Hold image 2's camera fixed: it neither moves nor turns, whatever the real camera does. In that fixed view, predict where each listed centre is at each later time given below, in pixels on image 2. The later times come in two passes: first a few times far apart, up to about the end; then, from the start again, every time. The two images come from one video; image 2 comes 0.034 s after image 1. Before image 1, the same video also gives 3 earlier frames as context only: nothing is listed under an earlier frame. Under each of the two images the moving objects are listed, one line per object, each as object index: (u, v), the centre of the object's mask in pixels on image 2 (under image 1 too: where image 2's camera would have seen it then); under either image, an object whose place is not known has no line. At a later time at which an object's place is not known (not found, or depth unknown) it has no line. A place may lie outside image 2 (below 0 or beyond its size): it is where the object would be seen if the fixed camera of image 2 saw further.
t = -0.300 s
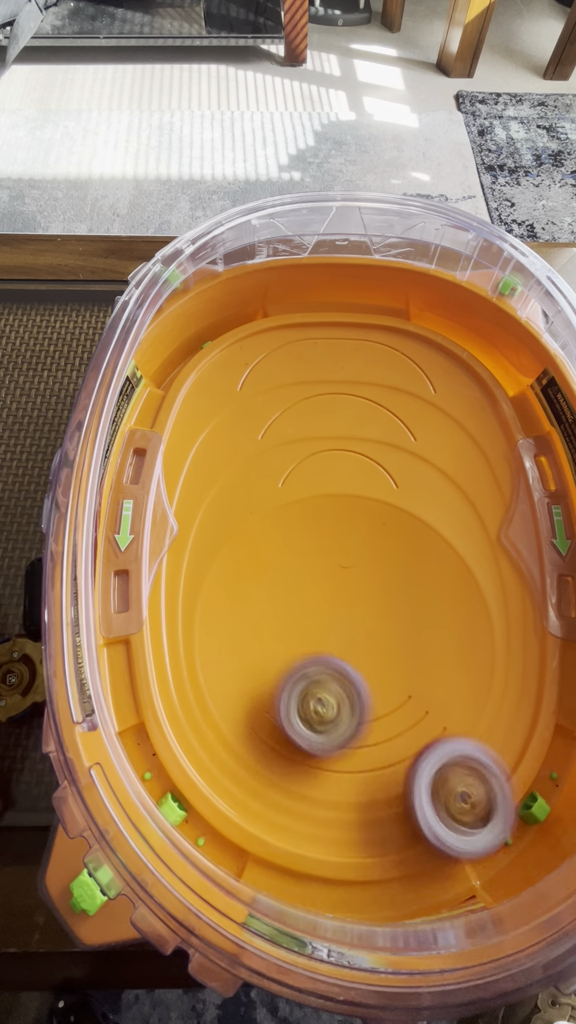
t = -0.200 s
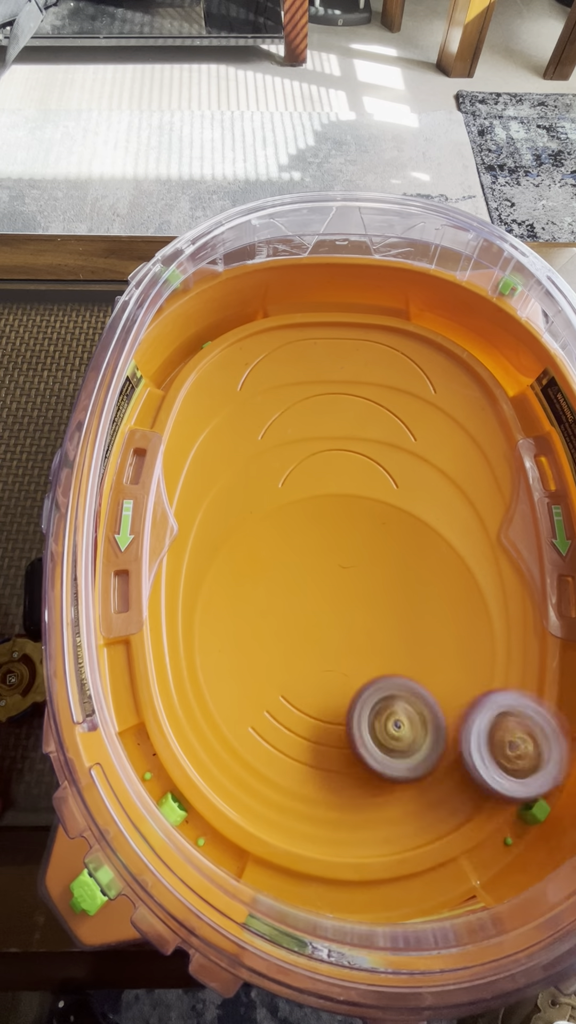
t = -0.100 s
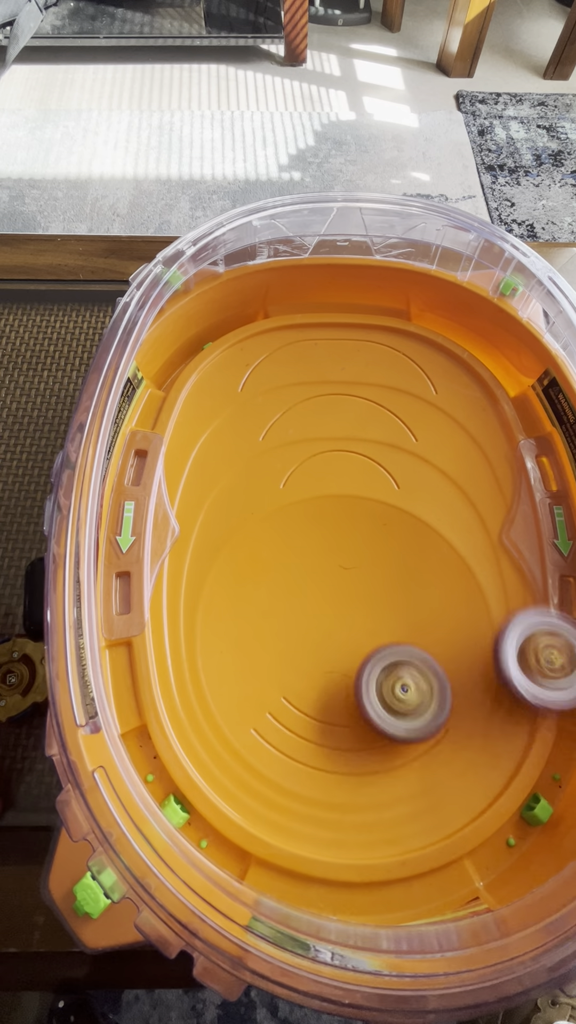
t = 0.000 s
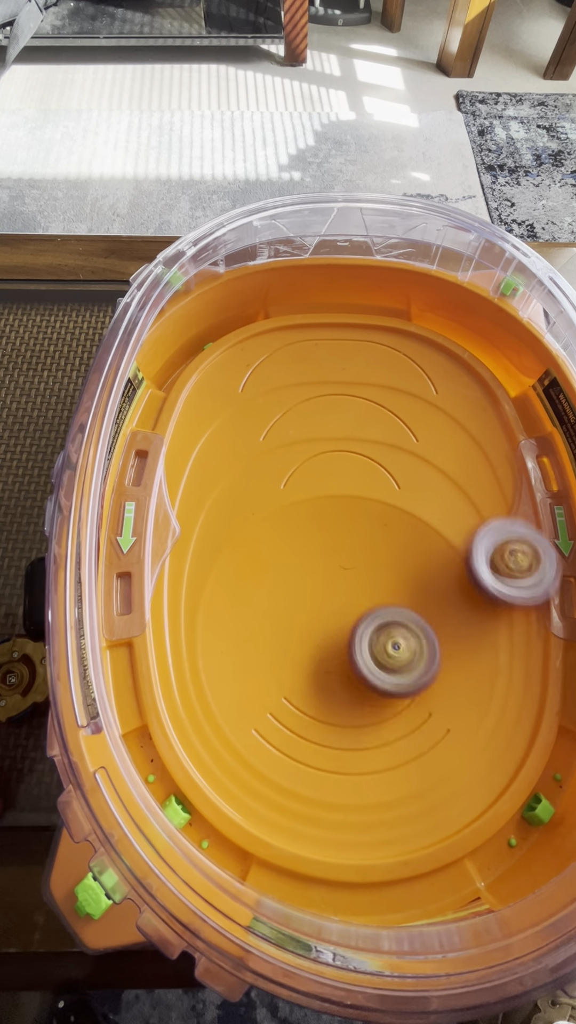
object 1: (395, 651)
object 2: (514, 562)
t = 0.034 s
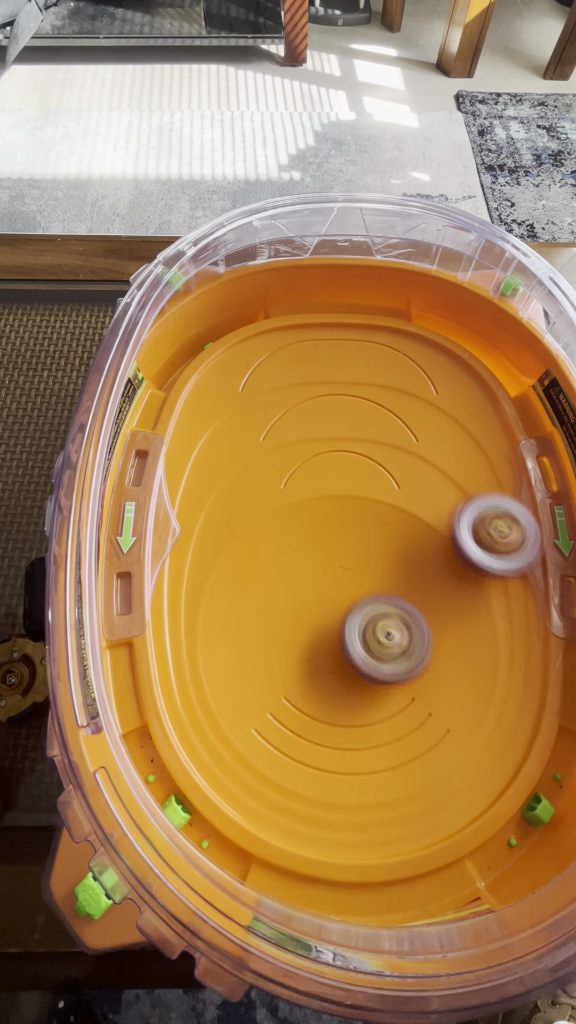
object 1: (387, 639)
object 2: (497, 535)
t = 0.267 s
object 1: (295, 616)
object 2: (428, 471)
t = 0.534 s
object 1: (312, 708)
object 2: (390, 464)
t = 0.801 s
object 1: (386, 613)
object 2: (364, 464)
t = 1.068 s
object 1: (290, 553)
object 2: (345, 465)
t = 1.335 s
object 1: (299, 661)
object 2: (331, 466)
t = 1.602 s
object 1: (421, 619)
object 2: (320, 469)
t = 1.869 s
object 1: (357, 543)
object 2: (310, 471)
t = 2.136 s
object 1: (329, 660)
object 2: (290, 466)
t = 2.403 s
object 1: (428, 679)
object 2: (274, 475)
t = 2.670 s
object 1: (385, 600)
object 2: (263, 487)
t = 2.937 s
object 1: (295, 645)
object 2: (260, 506)
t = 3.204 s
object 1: (345, 696)
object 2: (273, 627)
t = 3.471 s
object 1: (400, 617)
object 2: (314, 669)
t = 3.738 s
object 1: (314, 579)
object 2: (353, 681)
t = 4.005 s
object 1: (266, 604)
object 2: (443, 719)
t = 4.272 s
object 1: (274, 615)
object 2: (463, 684)
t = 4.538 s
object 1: (325, 619)
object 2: (427, 656)
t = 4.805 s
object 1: (332, 600)
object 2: (447, 656)
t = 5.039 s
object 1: (332, 592)
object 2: (429, 656)
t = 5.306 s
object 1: (318, 586)
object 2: (404, 659)
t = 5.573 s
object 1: (288, 571)
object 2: (387, 667)
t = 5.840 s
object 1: (287, 582)
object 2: (362, 645)
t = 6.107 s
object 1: (245, 526)
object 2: (414, 720)
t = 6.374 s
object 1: (298, 578)
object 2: (413, 687)
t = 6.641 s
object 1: (361, 574)
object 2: (430, 697)
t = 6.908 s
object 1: (393, 560)
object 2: (414, 685)
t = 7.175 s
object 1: (372, 532)
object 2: (394, 694)
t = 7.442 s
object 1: (338, 587)
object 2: (380, 694)
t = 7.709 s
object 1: (310, 612)
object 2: (377, 715)
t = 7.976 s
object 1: (313, 609)
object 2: (360, 730)
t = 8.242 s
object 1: (337, 582)
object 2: (358, 703)
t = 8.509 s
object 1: (384, 582)
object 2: (350, 679)
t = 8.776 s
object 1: (411, 602)
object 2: (345, 673)
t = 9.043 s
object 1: (405, 626)
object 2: (320, 671)
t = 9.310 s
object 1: (422, 623)
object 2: (306, 650)
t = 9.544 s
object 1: (457, 659)
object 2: (290, 575)
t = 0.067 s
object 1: (376, 628)
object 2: (481, 513)
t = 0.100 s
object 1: (364, 620)
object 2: (468, 497)
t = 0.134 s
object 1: (350, 613)
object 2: (457, 486)
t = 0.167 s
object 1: (336, 608)
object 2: (447, 479)
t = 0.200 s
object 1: (322, 608)
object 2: (439, 475)
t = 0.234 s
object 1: (308, 611)
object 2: (434, 473)
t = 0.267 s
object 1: (295, 616)
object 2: (428, 471)
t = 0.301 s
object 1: (284, 626)
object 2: (423, 470)
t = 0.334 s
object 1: (275, 637)
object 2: (417, 469)
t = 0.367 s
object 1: (270, 650)
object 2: (413, 468)
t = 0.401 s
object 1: (270, 665)
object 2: (408, 467)
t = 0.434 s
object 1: (274, 679)
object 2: (402, 466)
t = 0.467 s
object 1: (282, 691)
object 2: (397, 465)
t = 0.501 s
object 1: (294, 701)
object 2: (393, 465)
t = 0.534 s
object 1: (312, 708)
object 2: (390, 464)
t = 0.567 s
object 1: (327, 710)
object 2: (386, 464)
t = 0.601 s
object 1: (342, 705)
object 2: (382, 464)
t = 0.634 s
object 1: (358, 695)
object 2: (379, 464)
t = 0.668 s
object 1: (371, 683)
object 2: (376, 464)
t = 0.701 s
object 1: (381, 667)
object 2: (373, 464)
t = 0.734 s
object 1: (386, 648)
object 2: (370, 464)
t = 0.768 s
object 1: (389, 631)
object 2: (367, 464)
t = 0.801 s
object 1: (386, 613)
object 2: (364, 464)
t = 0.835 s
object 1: (380, 595)
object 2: (361, 465)
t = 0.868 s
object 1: (371, 580)
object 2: (358, 465)
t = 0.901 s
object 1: (361, 568)
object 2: (355, 465)
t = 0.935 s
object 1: (347, 558)
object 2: (353, 466)
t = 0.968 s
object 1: (332, 551)
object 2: (351, 466)
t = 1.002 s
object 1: (318, 548)
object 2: (348, 466)
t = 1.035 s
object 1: (304, 549)
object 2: (347, 465)
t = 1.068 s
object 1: (290, 553)
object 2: (345, 465)
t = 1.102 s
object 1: (278, 560)
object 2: (343, 465)
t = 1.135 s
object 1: (269, 571)
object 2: (341, 465)
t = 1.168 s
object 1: (263, 585)
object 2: (339, 465)
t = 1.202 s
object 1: (261, 601)
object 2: (338, 466)
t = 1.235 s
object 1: (263, 617)
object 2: (336, 466)
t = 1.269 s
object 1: (272, 634)
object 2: (334, 466)
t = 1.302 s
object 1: (284, 649)
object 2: (333, 466)
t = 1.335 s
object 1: (299, 661)
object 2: (331, 466)
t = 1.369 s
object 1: (317, 668)
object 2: (330, 467)
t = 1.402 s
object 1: (336, 672)
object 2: (328, 467)
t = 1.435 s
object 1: (356, 671)
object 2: (327, 467)
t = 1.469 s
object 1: (374, 668)
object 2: (325, 468)
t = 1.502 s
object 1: (390, 659)
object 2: (324, 468)
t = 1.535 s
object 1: (404, 647)
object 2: (323, 469)
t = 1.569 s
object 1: (415, 633)
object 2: (322, 469)
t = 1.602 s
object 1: (421, 619)
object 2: (320, 469)
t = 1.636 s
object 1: (424, 603)
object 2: (319, 470)
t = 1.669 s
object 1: (423, 586)
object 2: (318, 470)
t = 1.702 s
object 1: (417, 571)
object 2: (317, 471)
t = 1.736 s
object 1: (410, 560)
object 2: (316, 471)
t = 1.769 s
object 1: (398, 550)
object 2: (315, 472)
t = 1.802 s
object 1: (385, 543)
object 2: (314, 473)
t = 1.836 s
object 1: (370, 539)
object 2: (313, 473)
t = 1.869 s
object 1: (357, 543)
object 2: (310, 471)
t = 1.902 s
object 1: (345, 552)
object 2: (306, 468)
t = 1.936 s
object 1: (334, 563)
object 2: (304, 467)
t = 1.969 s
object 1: (325, 576)
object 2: (301, 466)
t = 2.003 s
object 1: (318, 591)
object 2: (299, 466)
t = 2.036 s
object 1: (316, 608)
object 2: (297, 466)
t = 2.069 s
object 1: (317, 626)
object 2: (294, 466)
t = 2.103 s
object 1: (322, 643)
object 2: (292, 466)
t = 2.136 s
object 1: (329, 660)
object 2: (290, 466)
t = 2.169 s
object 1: (339, 674)
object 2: (287, 465)
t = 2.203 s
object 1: (352, 685)
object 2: (285, 467)
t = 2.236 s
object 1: (368, 693)
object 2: (283, 470)
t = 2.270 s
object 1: (385, 697)
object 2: (281, 471)
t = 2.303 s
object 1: (401, 697)
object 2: (279, 472)
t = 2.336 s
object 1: (412, 695)
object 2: (277, 473)
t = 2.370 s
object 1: (421, 689)
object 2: (275, 474)
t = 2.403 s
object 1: (428, 679)
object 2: (274, 475)
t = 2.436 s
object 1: (433, 669)
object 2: (272, 476)
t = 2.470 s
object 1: (434, 657)
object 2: (270, 477)
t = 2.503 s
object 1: (433, 646)
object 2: (269, 479)
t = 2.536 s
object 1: (428, 634)
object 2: (267, 480)
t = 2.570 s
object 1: (421, 624)
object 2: (266, 482)
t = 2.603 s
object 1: (411, 614)
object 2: (265, 483)
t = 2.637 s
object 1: (399, 606)
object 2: (264, 485)
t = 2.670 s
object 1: (385, 600)
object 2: (263, 487)
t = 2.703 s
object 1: (371, 597)
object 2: (262, 489)
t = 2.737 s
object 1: (356, 597)
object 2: (261, 491)
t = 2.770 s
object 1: (342, 600)
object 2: (261, 494)
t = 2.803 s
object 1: (328, 606)
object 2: (260, 496)
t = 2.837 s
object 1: (316, 613)
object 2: (261, 498)
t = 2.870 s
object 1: (306, 623)
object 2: (260, 500)
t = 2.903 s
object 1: (299, 633)
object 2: (261, 502)
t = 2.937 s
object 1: (295, 645)
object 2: (260, 506)
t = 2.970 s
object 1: (294, 657)
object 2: (259, 513)
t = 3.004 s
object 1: (295, 669)
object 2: (258, 525)
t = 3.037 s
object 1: (300, 679)
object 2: (256, 540)
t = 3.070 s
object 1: (307, 687)
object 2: (255, 559)
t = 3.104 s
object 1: (314, 693)
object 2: (257, 578)
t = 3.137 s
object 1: (323, 696)
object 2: (261, 596)
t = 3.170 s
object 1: (332, 696)
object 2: (266, 612)
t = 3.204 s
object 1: (345, 696)
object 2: (273, 627)
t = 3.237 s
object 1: (362, 696)
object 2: (277, 634)
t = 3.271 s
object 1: (377, 692)
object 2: (281, 641)
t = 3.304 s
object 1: (389, 684)
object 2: (287, 647)
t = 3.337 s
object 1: (398, 672)
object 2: (291, 652)
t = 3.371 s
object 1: (404, 658)
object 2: (297, 657)
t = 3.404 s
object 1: (406, 644)
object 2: (303, 661)
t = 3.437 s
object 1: (405, 631)
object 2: (309, 666)
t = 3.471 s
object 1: (400, 617)
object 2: (314, 669)
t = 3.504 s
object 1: (394, 605)
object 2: (320, 672)
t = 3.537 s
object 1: (384, 594)
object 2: (325, 675)
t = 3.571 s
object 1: (373, 585)
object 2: (330, 677)
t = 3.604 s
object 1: (361, 579)
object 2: (336, 678)
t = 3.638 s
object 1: (349, 575)
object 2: (341, 679)
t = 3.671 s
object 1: (337, 573)
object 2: (345, 680)
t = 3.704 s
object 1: (325, 575)
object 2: (349, 681)
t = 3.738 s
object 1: (314, 579)
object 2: (353, 681)
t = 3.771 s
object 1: (305, 585)
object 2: (357, 681)
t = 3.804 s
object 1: (298, 594)
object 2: (360, 680)
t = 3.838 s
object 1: (293, 604)
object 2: (364, 679)
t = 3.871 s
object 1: (290, 614)
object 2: (366, 678)
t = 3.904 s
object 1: (281, 609)
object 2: (384, 695)
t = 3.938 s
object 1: (273, 605)
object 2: (404, 707)
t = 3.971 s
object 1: (267, 604)
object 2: (426, 716)
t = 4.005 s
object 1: (266, 604)
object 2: (443, 719)
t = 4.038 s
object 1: (265, 606)
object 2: (457, 718)
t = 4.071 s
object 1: (265, 607)
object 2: (466, 714)
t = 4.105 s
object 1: (265, 608)
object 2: (470, 710)
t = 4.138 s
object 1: (266, 610)
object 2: (471, 704)
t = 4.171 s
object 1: (268, 611)
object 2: (471, 700)
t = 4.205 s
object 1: (270, 613)
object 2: (470, 695)
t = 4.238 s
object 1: (272, 614)
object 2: (467, 689)
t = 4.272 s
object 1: (274, 615)
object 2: (463, 684)
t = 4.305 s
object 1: (278, 617)
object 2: (458, 678)
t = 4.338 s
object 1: (282, 618)
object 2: (452, 672)
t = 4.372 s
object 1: (287, 620)
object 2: (446, 667)
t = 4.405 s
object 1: (294, 621)
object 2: (440, 663)
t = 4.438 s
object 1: (301, 623)
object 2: (434, 659)
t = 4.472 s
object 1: (311, 624)
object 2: (428, 655)
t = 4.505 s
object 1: (322, 624)
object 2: (422, 653)
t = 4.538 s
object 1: (325, 619)
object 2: (427, 656)
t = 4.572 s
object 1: (322, 610)
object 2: (442, 662)
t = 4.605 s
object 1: (323, 605)
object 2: (450, 666)
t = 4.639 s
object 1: (324, 603)
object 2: (453, 667)
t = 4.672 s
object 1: (325, 603)
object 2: (454, 665)
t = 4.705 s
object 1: (327, 602)
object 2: (453, 663)
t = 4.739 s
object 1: (328, 601)
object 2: (453, 661)
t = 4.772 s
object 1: (330, 601)
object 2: (450, 659)
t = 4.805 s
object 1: (332, 600)
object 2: (447, 656)
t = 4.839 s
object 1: (334, 600)
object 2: (442, 653)
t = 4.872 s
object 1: (336, 600)
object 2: (438, 651)
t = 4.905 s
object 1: (338, 600)
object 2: (433, 648)
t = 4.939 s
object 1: (340, 600)
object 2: (427, 646)
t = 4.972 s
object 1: (334, 595)
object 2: (431, 652)
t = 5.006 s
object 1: (332, 593)
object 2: (431, 655)
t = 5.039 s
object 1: (332, 592)
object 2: (429, 656)
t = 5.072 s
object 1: (332, 593)
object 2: (425, 656)
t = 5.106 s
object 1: (333, 594)
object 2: (420, 655)
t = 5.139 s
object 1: (333, 594)
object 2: (414, 653)
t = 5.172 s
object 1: (331, 592)
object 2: (411, 653)
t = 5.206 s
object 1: (325, 586)
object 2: (412, 657)
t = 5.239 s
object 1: (321, 585)
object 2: (411, 659)
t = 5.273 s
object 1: (319, 585)
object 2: (408, 660)
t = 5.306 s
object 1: (318, 586)
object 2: (404, 659)
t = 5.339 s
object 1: (317, 587)
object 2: (399, 657)
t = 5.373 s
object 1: (316, 588)
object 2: (394, 655)
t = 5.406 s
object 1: (316, 588)
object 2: (389, 652)
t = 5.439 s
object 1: (309, 579)
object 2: (392, 659)
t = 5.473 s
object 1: (301, 574)
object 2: (393, 665)
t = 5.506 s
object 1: (294, 571)
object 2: (393, 668)
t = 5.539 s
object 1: (290, 570)
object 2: (390, 668)
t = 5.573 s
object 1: (288, 571)
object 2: (387, 667)
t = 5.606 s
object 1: (287, 571)
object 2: (384, 666)
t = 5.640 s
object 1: (285, 571)
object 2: (381, 663)
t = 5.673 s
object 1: (284, 572)
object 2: (377, 660)
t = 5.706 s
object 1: (283, 574)
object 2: (373, 657)
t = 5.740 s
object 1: (283, 576)
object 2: (370, 654)
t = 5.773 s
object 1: (284, 579)
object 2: (367, 650)
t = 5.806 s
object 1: (286, 580)
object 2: (364, 647)
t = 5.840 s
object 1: (287, 582)
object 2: (362, 645)
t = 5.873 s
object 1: (279, 568)
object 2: (372, 664)
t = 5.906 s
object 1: (268, 549)
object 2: (386, 688)
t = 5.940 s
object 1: (260, 538)
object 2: (398, 708)
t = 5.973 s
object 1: (255, 532)
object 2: (404, 720)
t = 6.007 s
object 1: (251, 528)
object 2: (408, 726)
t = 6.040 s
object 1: (247, 527)
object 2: (411, 725)
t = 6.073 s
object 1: (246, 527)
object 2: (413, 723)
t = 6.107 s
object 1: (245, 526)
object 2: (414, 720)
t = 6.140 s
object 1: (247, 527)
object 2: (414, 717)
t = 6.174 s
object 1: (250, 533)
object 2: (414, 713)
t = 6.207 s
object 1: (254, 539)
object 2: (414, 709)
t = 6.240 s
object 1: (259, 545)
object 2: (414, 704)
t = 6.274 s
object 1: (266, 554)
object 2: (414, 698)
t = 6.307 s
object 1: (276, 562)
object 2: (414, 695)
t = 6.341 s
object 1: (287, 569)
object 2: (413, 691)
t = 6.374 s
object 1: (298, 578)
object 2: (413, 687)
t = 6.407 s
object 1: (312, 587)
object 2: (411, 683)
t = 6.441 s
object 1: (324, 594)
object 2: (410, 678)
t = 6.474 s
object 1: (339, 602)
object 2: (409, 673)
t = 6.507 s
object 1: (342, 593)
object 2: (420, 686)
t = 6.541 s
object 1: (345, 583)
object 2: (428, 697)
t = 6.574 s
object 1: (349, 580)
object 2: (432, 701)
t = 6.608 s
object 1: (356, 576)
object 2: (431, 701)
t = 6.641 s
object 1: (361, 574)
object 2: (430, 697)
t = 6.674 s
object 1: (367, 573)
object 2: (428, 693)
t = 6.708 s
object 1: (372, 571)
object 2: (426, 688)
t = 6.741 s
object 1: (376, 572)
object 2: (424, 683)
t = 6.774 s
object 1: (381, 571)
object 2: (422, 679)
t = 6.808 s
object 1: (383, 572)
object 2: (420, 674)
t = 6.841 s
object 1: (388, 574)
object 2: (419, 670)
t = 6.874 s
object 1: (390, 573)
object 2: (416, 670)
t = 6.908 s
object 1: (393, 560)
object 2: (414, 685)
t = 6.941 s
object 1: (395, 549)
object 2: (409, 696)
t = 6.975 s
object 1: (394, 543)
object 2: (405, 701)
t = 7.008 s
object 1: (392, 535)
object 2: (402, 702)
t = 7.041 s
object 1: (390, 532)
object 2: (400, 701)
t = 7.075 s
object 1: (387, 527)
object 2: (398, 699)
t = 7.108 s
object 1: (382, 527)
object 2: (397, 697)
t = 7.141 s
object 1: (377, 527)
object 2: (396, 696)
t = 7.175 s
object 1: (372, 532)
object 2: (394, 694)
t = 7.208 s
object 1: (367, 536)
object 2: (392, 691)
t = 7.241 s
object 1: (362, 545)
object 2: (391, 689)
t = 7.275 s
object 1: (358, 551)
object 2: (389, 686)
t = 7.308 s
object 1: (354, 562)
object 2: (387, 682)
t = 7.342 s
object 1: (352, 571)
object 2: (385, 678)
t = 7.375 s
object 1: (348, 582)
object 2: (382, 675)
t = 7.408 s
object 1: (343, 583)
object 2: (382, 685)
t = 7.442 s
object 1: (338, 587)
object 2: (380, 694)
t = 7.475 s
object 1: (335, 593)
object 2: (378, 699)
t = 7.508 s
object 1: (331, 603)
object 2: (375, 698)
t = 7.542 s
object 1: (327, 608)
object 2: (374, 700)
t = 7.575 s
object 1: (323, 604)
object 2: (378, 713)
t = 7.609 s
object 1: (320, 603)
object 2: (378, 720)
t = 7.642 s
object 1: (317, 606)
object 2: (377, 720)
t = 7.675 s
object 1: (312, 610)
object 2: (377, 718)
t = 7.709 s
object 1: (310, 612)
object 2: (377, 715)
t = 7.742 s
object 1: (308, 618)
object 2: (377, 717)
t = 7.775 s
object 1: (307, 620)
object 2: (373, 719)
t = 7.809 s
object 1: (309, 627)
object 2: (368, 719)
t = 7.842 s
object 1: (310, 631)
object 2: (363, 721)
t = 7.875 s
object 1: (313, 630)
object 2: (359, 723)
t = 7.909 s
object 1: (312, 620)
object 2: (361, 728)
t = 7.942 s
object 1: (312, 611)
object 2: (360, 730)
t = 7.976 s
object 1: (313, 609)
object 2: (360, 730)
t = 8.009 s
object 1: (313, 602)
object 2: (361, 729)
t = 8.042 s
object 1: (317, 597)
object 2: (362, 726)
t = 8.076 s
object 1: (318, 594)
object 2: (362, 723)
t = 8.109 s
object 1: (321, 589)
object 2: (361, 721)
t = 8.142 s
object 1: (326, 588)
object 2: (361, 716)
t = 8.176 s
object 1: (328, 585)
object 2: (361, 711)
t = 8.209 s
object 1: (334, 582)
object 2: (359, 706)
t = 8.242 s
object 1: (337, 582)
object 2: (358, 703)
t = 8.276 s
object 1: (342, 580)
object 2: (358, 699)
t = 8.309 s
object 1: (348, 582)
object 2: (360, 693)
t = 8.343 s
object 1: (352, 582)
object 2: (359, 686)
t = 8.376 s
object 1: (359, 583)
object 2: (359, 678)
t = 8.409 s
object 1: (364, 581)
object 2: (356, 678)
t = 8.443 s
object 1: (370, 581)
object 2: (355, 675)
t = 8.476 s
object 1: (377, 584)
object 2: (355, 673)
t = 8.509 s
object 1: (384, 582)
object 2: (350, 679)
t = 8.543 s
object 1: (391, 581)
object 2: (346, 683)
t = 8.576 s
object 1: (399, 582)
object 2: (343, 683)
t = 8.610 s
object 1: (402, 585)
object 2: (342, 682)
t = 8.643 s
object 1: (404, 586)
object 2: (343, 680)
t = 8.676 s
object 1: (408, 588)
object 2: (343, 678)
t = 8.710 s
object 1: (410, 594)
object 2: (344, 677)
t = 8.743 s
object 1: (409, 597)
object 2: (345, 675)
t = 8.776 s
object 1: (411, 602)
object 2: (345, 673)
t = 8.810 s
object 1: (412, 608)
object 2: (342, 672)
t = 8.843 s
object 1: (416, 608)
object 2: (332, 677)
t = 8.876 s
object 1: (419, 612)
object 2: (325, 677)
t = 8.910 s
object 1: (416, 616)
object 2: (322, 676)
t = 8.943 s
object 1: (412, 617)
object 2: (323, 675)
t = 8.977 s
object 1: (409, 620)
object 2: (324, 673)
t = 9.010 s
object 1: (405, 624)
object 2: (324, 672)
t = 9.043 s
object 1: (405, 626)
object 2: (320, 671)
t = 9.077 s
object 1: (403, 627)
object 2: (317, 669)
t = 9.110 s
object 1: (401, 627)
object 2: (318, 667)
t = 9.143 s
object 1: (409, 627)
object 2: (311, 665)
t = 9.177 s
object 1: (416, 629)
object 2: (303, 662)
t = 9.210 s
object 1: (420, 628)
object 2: (301, 658)
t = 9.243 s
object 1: (422, 627)
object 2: (301, 655)
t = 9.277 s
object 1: (423, 626)
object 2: (303, 654)
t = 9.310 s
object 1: (422, 623)
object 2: (306, 650)
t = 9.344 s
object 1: (423, 621)
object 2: (309, 646)
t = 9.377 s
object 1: (423, 621)
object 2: (313, 641)
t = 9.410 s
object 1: (421, 623)
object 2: (318, 635)
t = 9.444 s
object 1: (415, 624)
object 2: (324, 628)
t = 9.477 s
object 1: (427, 633)
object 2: (314, 611)
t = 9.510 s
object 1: (444, 649)
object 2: (301, 590)
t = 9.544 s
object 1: (457, 659)
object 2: (290, 575)
